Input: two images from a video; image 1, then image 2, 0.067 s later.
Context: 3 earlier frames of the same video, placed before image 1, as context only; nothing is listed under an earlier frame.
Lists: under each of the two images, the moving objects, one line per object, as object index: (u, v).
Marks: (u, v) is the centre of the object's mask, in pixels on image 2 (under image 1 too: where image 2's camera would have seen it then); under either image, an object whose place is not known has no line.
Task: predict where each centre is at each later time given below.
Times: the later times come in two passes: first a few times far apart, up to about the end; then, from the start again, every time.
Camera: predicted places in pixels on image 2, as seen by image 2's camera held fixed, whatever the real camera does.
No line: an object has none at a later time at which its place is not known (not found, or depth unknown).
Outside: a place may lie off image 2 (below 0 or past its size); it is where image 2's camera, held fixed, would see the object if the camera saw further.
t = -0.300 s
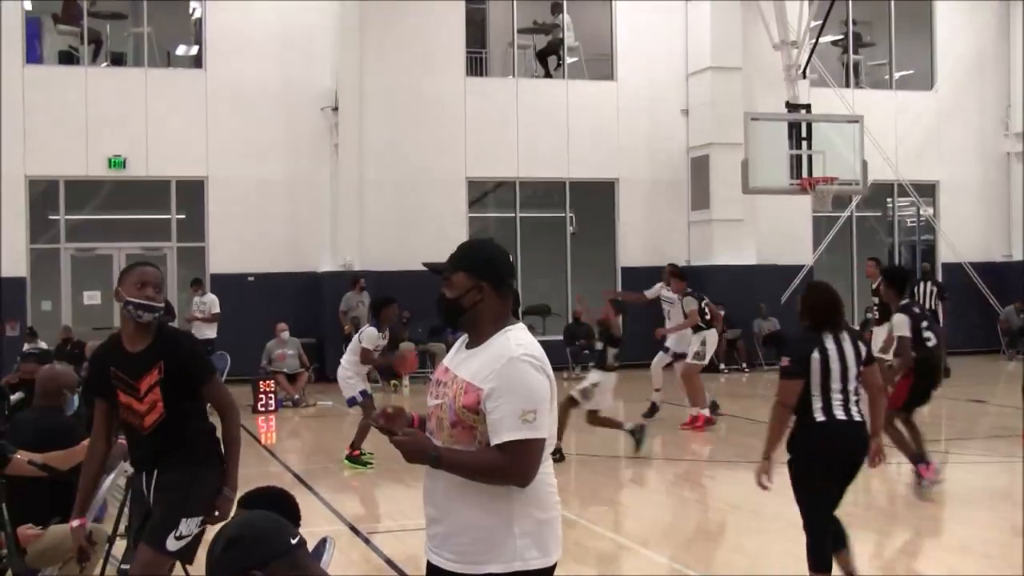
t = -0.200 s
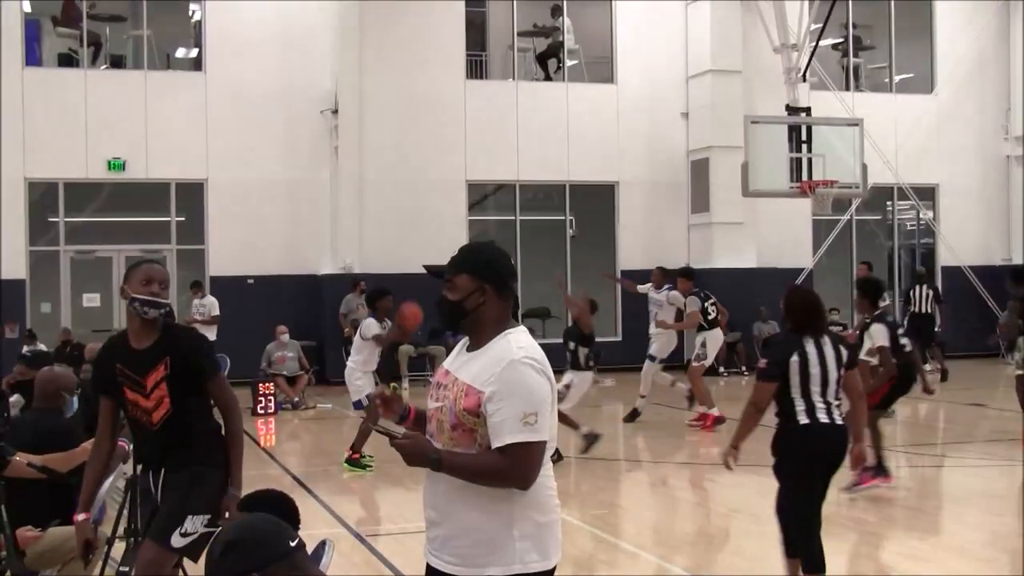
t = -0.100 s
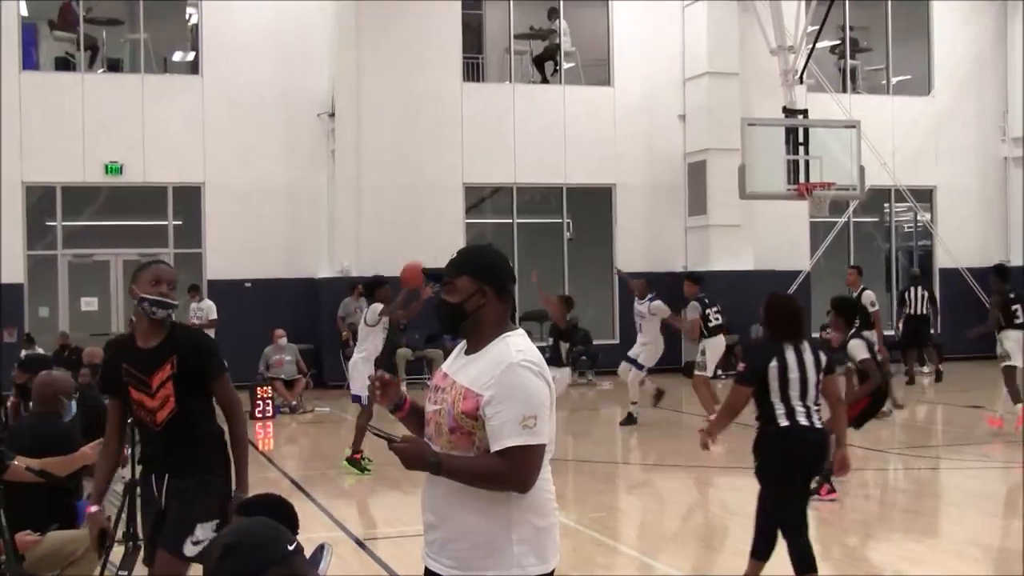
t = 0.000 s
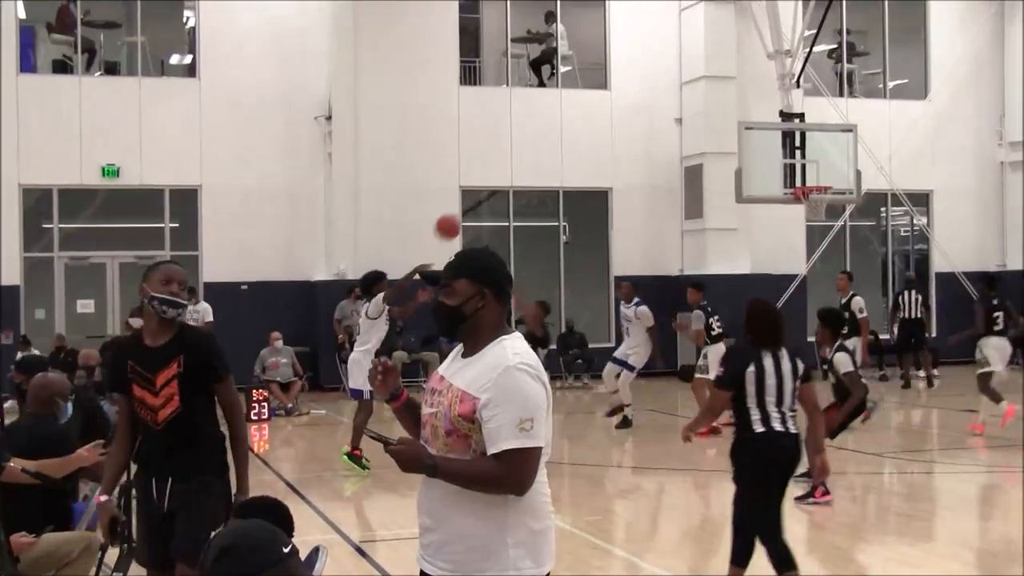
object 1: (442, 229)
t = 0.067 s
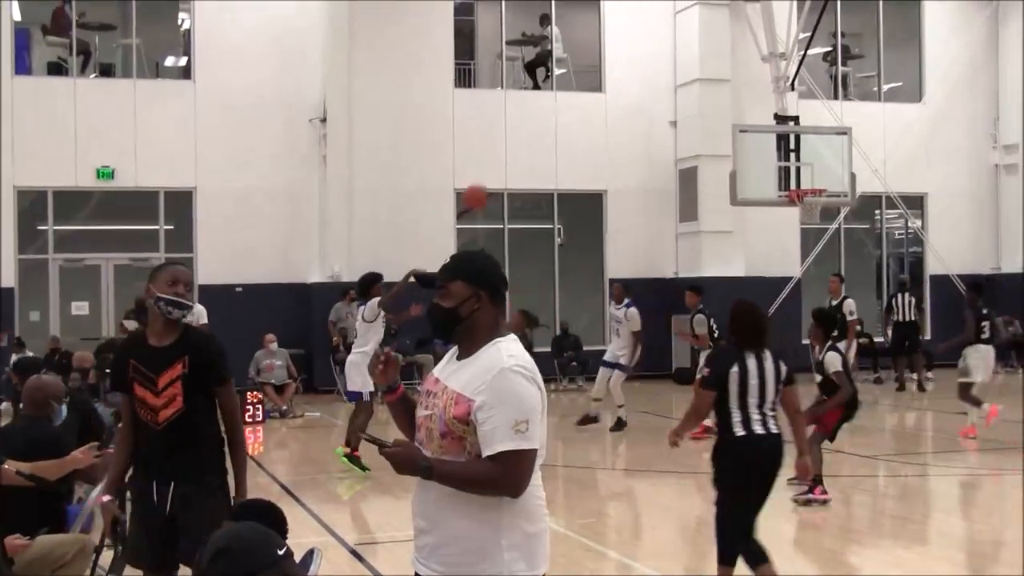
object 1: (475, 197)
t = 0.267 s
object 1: (580, 125)
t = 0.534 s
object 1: (744, 85)
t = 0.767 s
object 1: (914, 121)
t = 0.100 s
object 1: (492, 183)
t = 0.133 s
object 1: (508, 170)
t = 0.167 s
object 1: (526, 157)
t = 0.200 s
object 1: (543, 146)
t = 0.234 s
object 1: (562, 135)
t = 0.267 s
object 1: (580, 125)
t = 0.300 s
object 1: (599, 116)
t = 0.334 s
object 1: (618, 108)
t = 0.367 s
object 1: (638, 101)
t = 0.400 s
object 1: (658, 96)
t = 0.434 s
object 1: (679, 91)
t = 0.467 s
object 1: (700, 88)
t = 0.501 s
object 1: (721, 86)
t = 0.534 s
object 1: (744, 85)
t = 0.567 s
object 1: (766, 86)
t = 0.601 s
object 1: (789, 88)
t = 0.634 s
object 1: (814, 91)
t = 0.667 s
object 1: (838, 96)
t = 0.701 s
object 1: (863, 102)
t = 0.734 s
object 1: (888, 110)
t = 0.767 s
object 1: (914, 121)
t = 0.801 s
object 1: (941, 132)
